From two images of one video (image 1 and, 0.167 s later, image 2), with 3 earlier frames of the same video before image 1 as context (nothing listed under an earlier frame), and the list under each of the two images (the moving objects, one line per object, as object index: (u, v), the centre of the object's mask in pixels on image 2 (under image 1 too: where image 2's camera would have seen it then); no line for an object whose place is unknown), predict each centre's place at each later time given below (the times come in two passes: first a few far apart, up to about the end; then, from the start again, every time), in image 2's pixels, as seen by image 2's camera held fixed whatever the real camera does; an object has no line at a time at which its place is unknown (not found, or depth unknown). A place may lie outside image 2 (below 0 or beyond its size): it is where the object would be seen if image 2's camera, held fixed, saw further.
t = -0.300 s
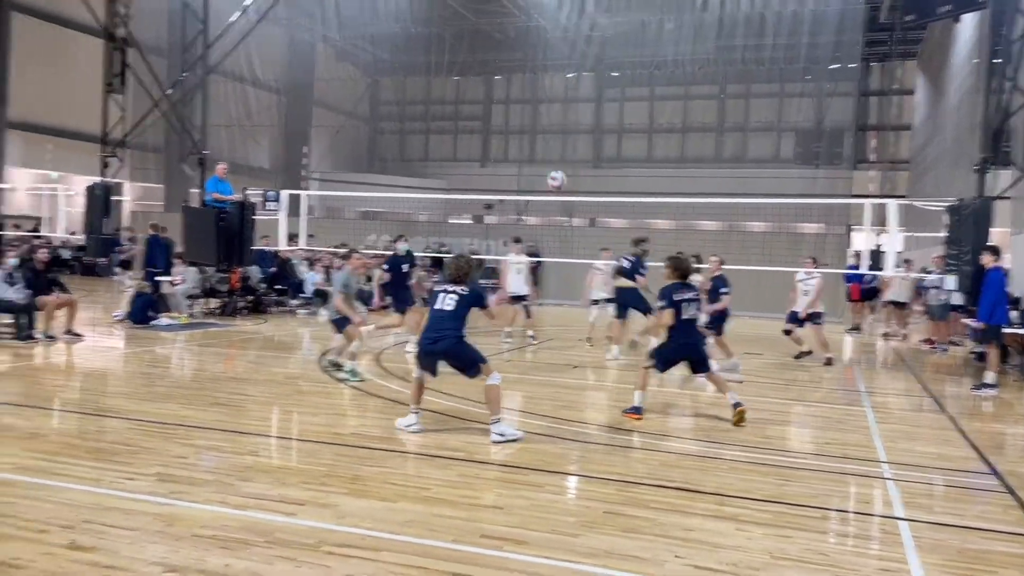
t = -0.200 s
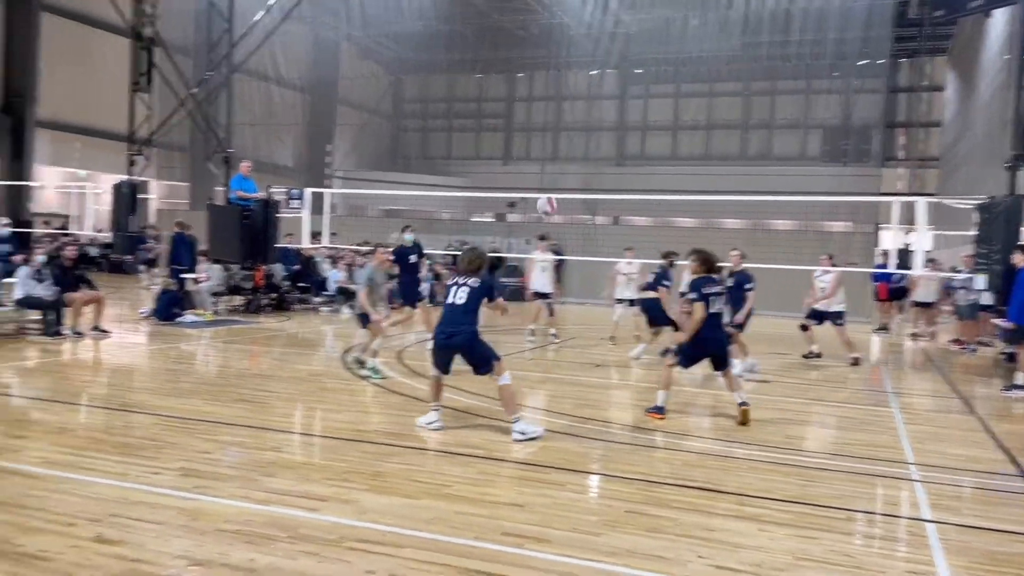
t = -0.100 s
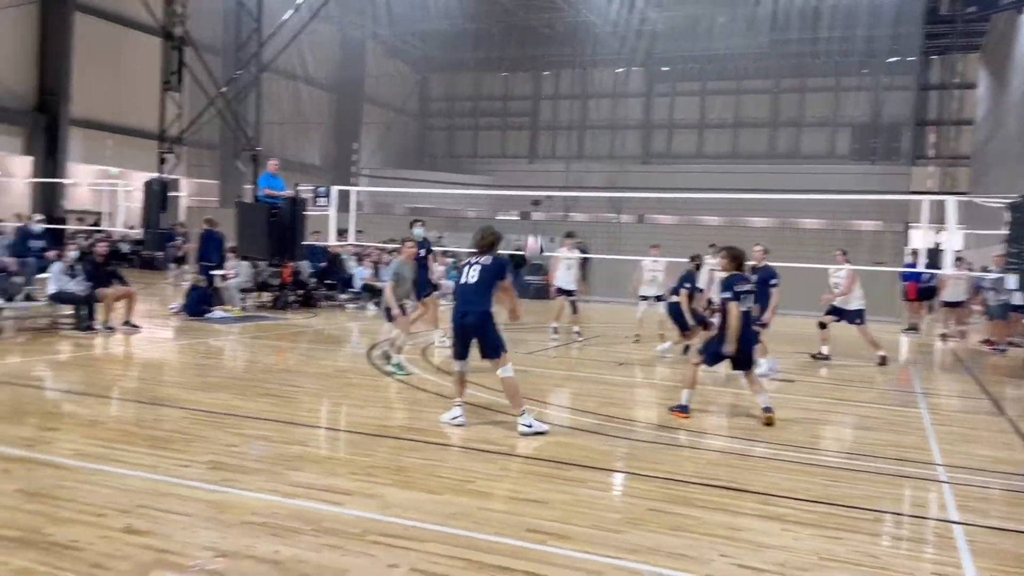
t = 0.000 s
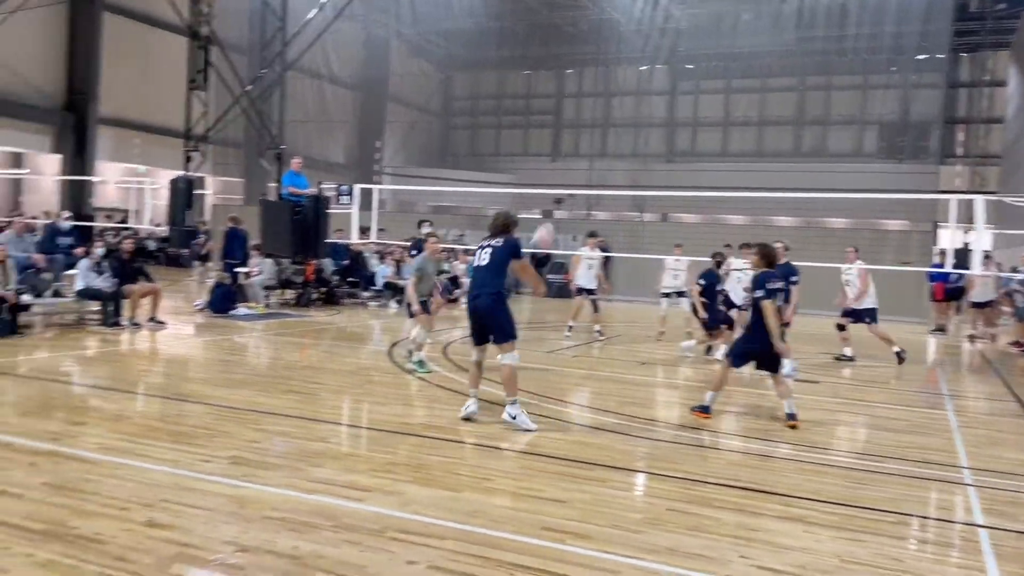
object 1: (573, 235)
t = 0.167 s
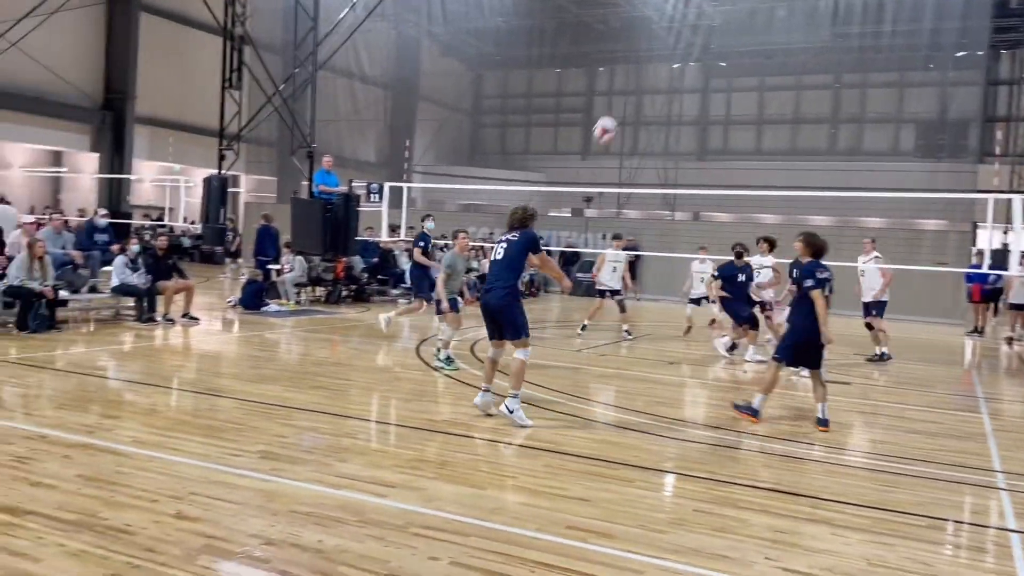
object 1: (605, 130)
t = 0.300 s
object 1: (626, 72)
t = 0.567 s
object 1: (662, 24)
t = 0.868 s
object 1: (692, 52)
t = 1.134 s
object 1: (710, 132)
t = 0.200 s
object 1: (611, 113)
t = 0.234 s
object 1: (617, 98)
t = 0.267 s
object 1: (622, 83)
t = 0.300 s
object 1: (626, 72)
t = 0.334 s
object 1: (631, 62)
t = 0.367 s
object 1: (637, 53)
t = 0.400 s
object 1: (641, 45)
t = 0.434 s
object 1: (645, 38)
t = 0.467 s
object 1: (650, 32)
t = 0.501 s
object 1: (654, 30)
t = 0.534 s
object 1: (658, 27)
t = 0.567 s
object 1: (662, 24)
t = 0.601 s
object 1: (666, 24)
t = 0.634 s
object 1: (669, 24)
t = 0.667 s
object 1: (673, 26)
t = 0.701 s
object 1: (676, 28)
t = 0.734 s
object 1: (679, 31)
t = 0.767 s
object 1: (682, 34)
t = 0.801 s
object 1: (685, 39)
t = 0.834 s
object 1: (689, 46)
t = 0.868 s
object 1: (692, 52)
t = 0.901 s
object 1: (694, 60)
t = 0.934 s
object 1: (697, 67)
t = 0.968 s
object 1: (699, 77)
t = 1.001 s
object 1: (702, 87)
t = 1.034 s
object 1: (704, 97)
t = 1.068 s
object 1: (706, 108)
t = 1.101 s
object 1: (709, 120)
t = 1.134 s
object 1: (710, 132)
